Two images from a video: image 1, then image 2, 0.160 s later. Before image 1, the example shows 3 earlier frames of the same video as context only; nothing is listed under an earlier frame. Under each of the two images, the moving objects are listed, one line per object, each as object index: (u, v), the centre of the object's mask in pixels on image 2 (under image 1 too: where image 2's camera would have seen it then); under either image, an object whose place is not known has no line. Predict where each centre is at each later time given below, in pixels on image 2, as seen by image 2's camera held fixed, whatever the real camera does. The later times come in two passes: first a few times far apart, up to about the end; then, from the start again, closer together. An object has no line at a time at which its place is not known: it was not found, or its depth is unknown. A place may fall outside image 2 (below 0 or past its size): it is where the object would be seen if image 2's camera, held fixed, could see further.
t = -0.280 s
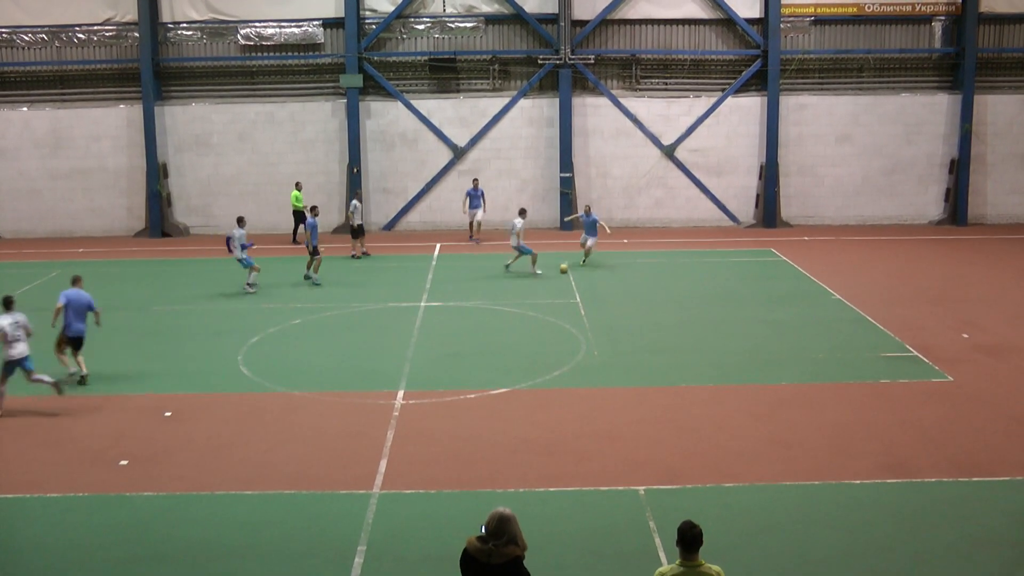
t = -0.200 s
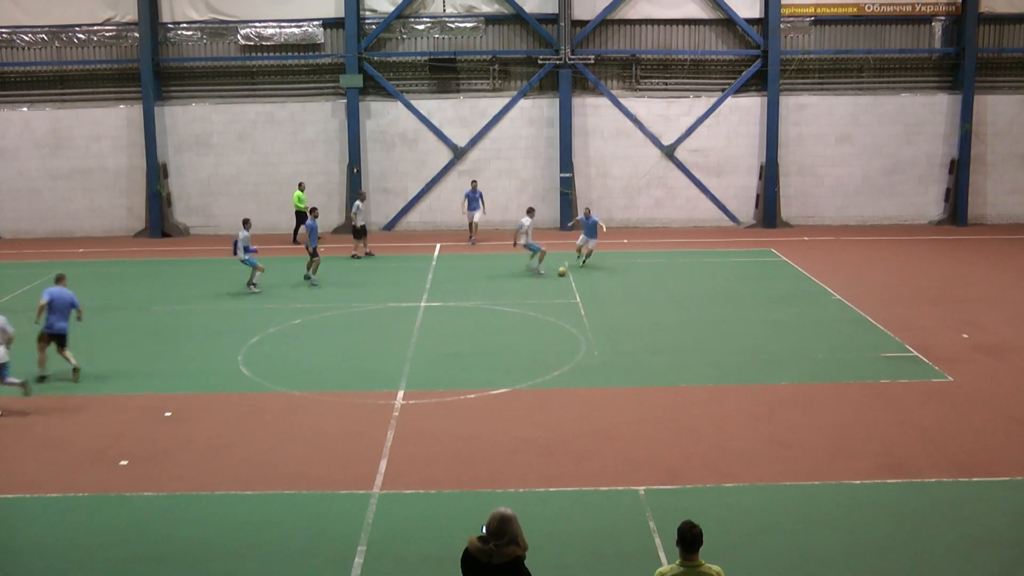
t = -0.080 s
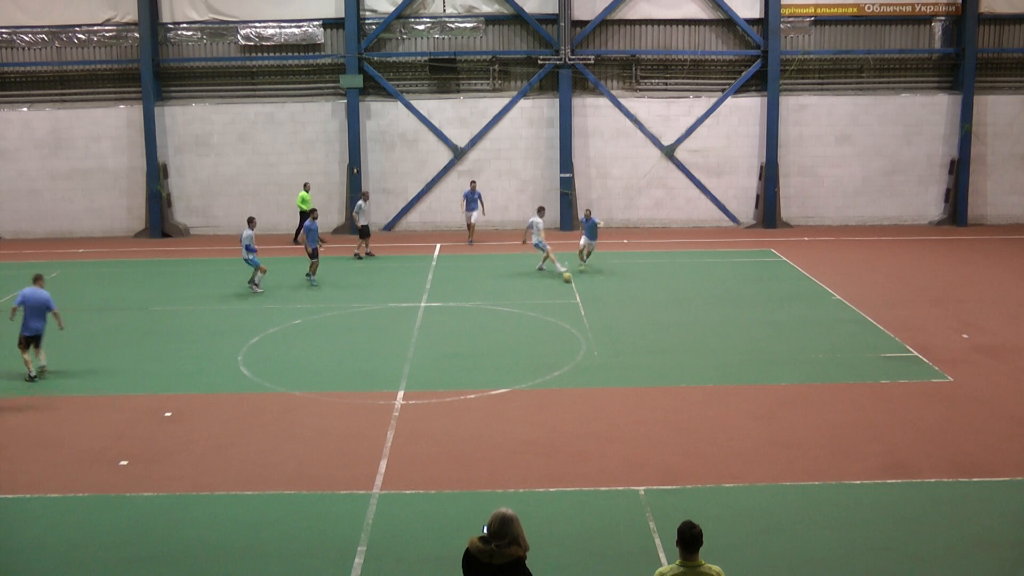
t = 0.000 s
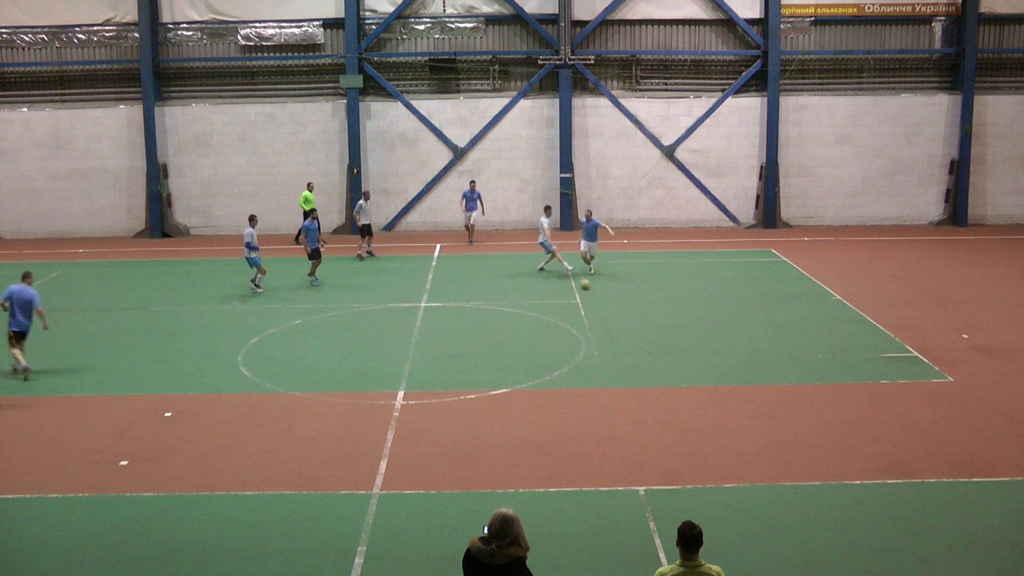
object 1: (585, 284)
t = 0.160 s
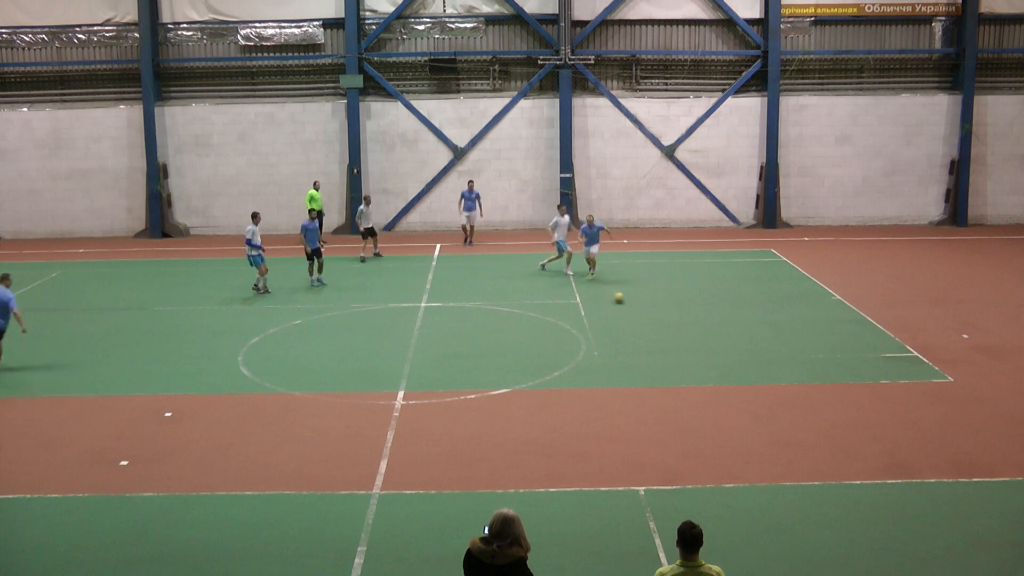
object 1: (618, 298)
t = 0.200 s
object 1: (628, 302)
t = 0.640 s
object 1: (704, 340)
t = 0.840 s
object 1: (740, 360)
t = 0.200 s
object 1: (628, 302)
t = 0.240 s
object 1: (636, 305)
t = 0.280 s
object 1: (644, 308)
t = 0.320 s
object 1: (651, 312)
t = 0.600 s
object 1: (698, 337)
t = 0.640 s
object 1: (704, 340)
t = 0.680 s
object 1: (711, 344)
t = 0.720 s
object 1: (718, 347)
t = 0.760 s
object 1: (725, 352)
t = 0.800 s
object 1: (732, 356)
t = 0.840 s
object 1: (740, 360)
